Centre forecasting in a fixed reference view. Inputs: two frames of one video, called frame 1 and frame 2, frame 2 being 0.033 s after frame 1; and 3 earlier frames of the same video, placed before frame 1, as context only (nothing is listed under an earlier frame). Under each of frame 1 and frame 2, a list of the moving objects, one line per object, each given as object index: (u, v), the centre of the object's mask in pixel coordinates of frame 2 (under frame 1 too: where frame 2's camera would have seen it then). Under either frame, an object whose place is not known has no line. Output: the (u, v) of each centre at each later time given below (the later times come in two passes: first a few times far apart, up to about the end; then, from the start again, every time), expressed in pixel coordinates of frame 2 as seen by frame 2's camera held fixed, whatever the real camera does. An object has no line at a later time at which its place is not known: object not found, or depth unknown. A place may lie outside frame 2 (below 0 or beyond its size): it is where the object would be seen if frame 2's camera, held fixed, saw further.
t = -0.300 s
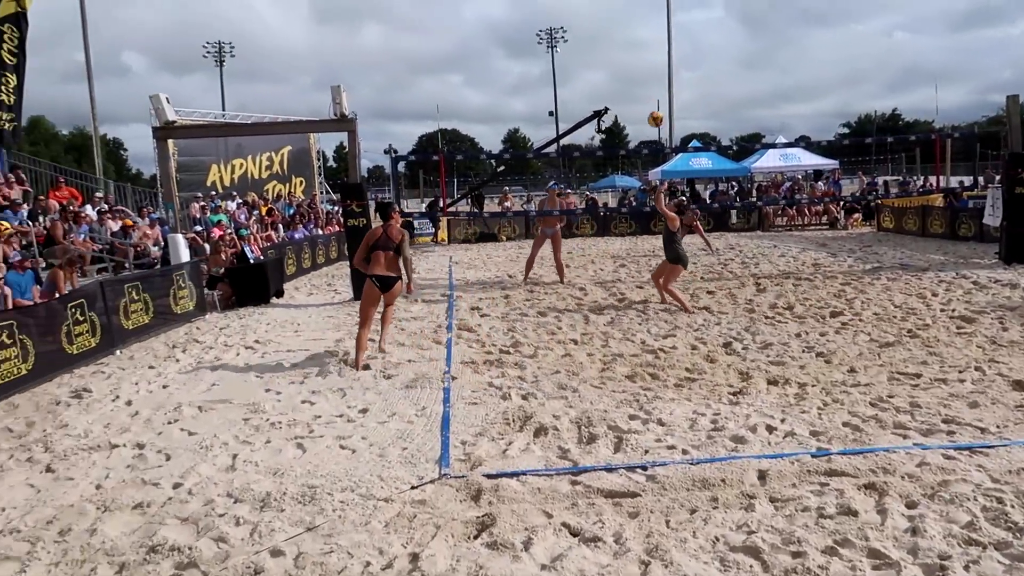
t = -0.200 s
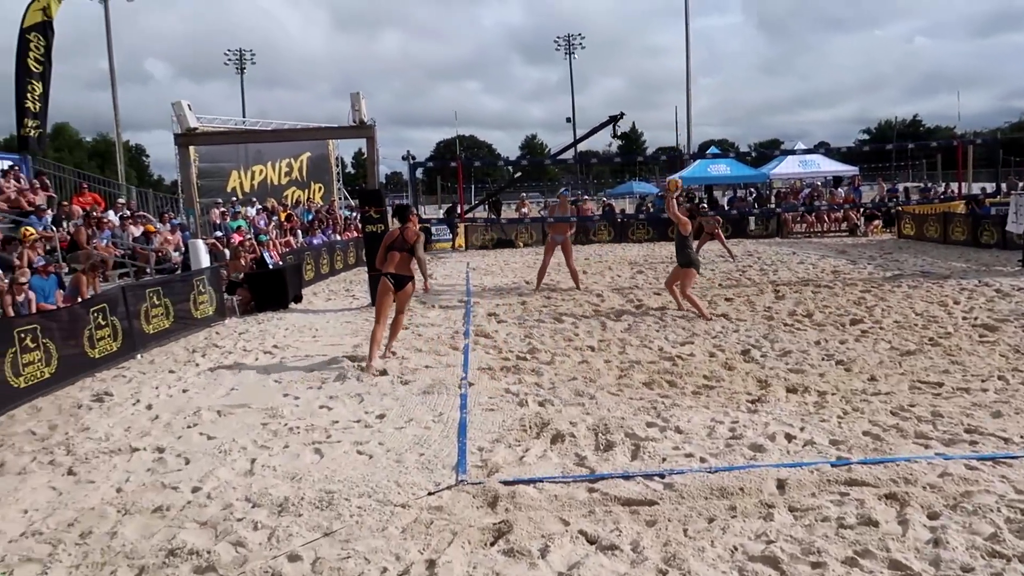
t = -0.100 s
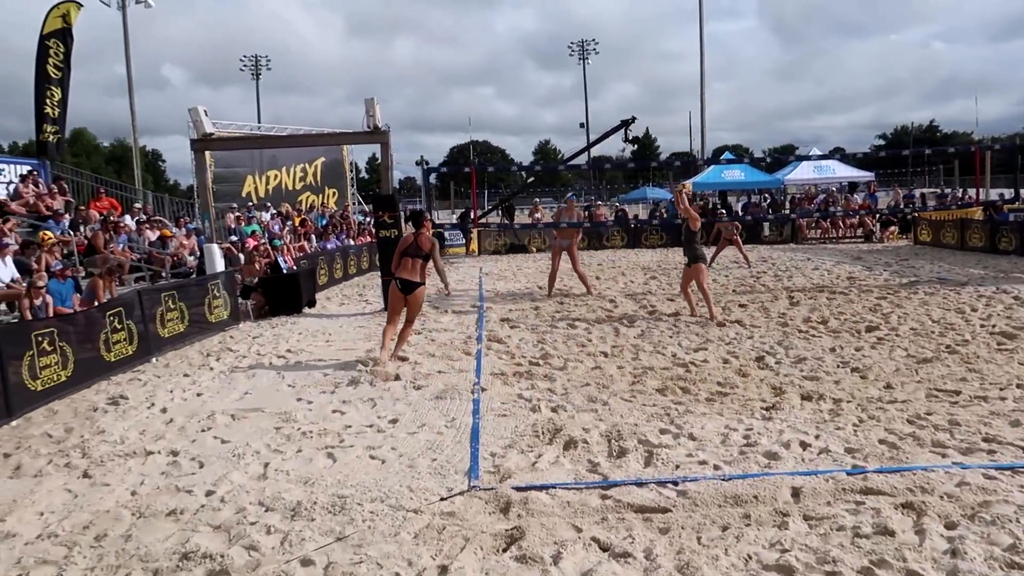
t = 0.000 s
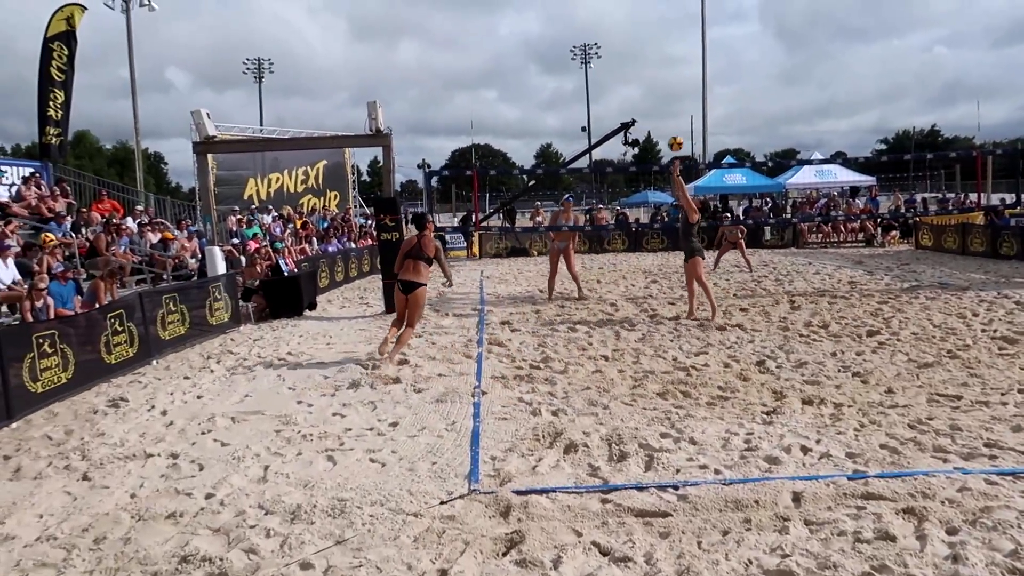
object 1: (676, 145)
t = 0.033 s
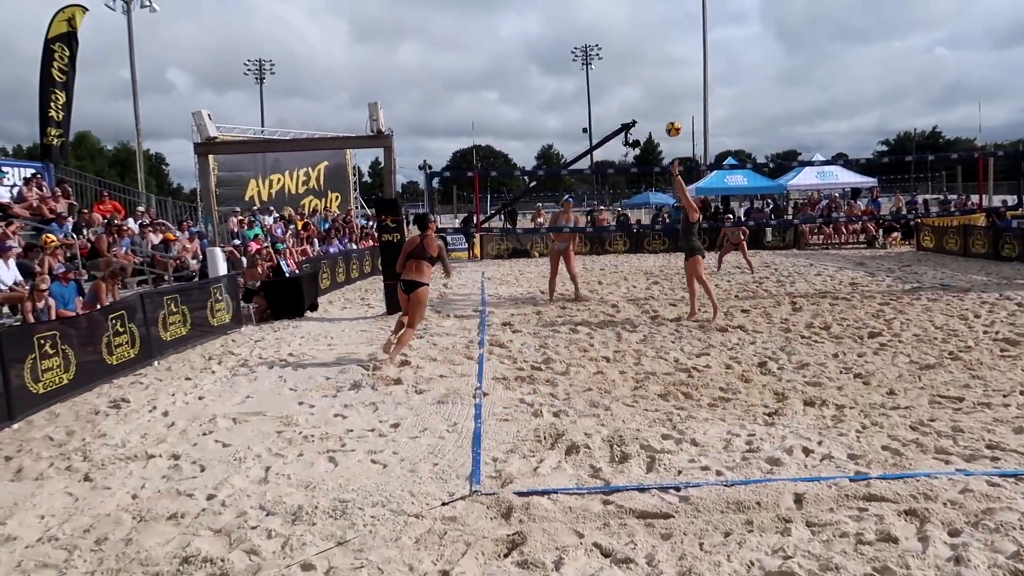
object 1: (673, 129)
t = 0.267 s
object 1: (649, 43)
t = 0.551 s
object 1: (620, -4)
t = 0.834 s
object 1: (592, 9)
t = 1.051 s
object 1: (571, 58)
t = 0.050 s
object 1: (671, 121)
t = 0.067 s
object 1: (670, 114)
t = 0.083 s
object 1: (668, 107)
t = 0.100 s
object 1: (666, 100)
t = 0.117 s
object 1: (665, 93)
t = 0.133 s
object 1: (663, 87)
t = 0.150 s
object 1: (661, 81)
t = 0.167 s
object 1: (659, 75)
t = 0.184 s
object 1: (658, 69)
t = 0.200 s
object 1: (656, 63)
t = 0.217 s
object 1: (654, 58)
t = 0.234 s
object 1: (652, 53)
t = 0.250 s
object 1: (651, 48)
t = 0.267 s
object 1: (649, 43)
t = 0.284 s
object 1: (647, 39)
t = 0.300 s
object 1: (646, 35)
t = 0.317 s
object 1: (644, 30)
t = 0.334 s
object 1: (642, 27)
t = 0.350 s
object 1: (640, 23)
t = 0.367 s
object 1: (638, 20)
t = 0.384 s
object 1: (637, 17)
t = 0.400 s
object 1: (635, 13)
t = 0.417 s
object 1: (634, 11)
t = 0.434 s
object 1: (632, 8)
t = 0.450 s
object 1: (630, 6)
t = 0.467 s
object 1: (629, 4)
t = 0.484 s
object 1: (627, 2)
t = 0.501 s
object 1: (625, 0)
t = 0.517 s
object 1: (623, -2)
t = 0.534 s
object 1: (622, -3)
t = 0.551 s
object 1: (620, -4)
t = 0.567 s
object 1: (618, -5)
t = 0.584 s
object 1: (616, -5)
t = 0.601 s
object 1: (615, -5)
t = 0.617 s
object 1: (613, -6)
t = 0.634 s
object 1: (611, -6)
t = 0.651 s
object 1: (609, -6)
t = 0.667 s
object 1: (608, -5)
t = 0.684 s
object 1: (606, -5)
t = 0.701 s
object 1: (605, -4)
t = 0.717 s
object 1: (603, -3)
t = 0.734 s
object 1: (602, -2)
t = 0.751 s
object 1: (600, 0)
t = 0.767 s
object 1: (598, 1)
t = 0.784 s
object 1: (597, 3)
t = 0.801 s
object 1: (595, 5)
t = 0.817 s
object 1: (594, 7)
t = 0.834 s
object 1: (592, 9)
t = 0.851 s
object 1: (591, 12)
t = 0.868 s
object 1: (589, 15)
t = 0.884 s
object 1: (587, 18)
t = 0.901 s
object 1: (586, 21)
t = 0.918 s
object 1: (584, 24)
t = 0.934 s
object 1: (582, 28)
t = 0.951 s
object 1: (581, 31)
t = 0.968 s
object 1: (579, 36)
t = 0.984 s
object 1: (578, 40)
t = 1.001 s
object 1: (576, 44)
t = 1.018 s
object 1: (575, 49)
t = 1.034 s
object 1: (573, 53)
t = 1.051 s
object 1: (571, 58)
